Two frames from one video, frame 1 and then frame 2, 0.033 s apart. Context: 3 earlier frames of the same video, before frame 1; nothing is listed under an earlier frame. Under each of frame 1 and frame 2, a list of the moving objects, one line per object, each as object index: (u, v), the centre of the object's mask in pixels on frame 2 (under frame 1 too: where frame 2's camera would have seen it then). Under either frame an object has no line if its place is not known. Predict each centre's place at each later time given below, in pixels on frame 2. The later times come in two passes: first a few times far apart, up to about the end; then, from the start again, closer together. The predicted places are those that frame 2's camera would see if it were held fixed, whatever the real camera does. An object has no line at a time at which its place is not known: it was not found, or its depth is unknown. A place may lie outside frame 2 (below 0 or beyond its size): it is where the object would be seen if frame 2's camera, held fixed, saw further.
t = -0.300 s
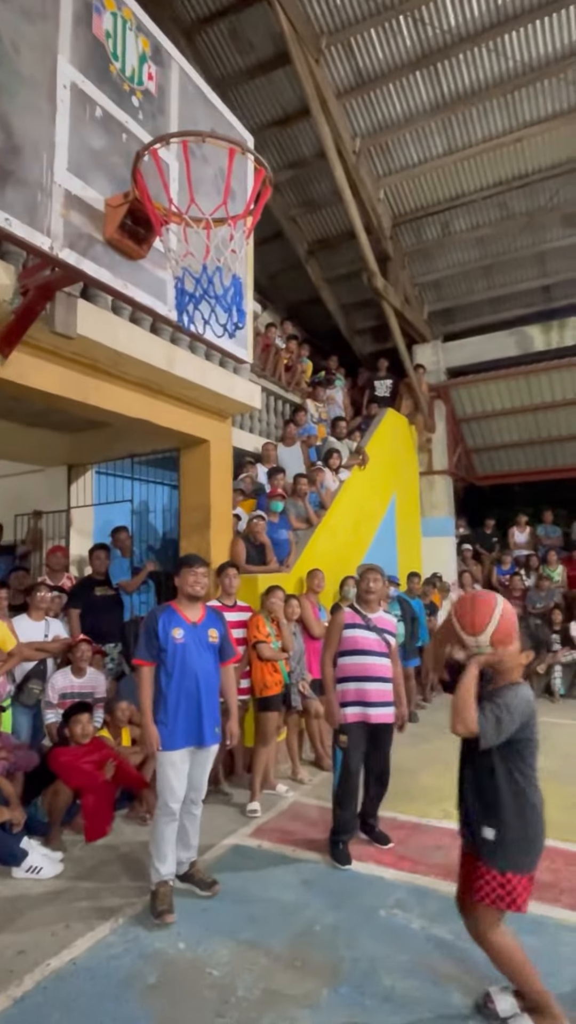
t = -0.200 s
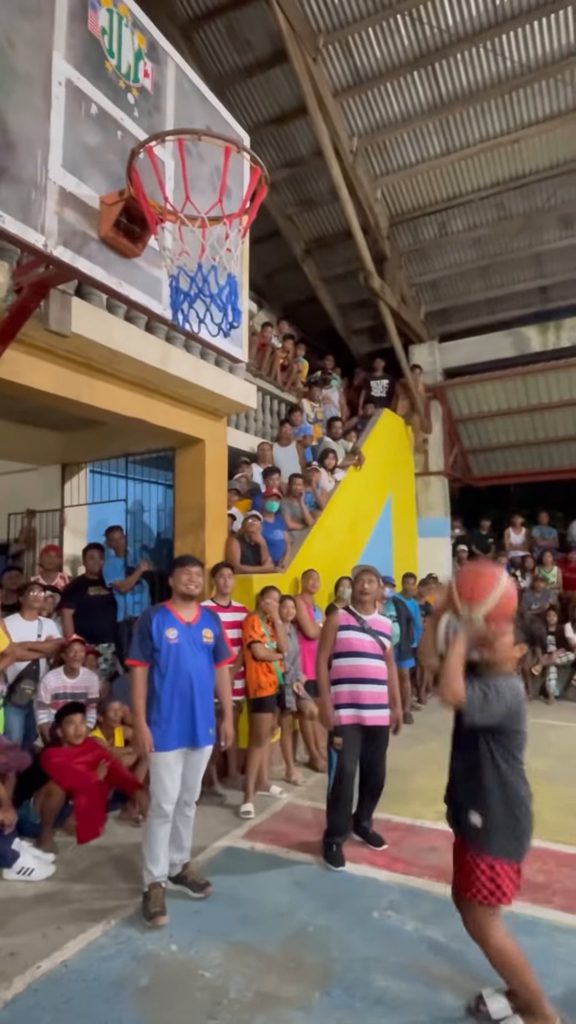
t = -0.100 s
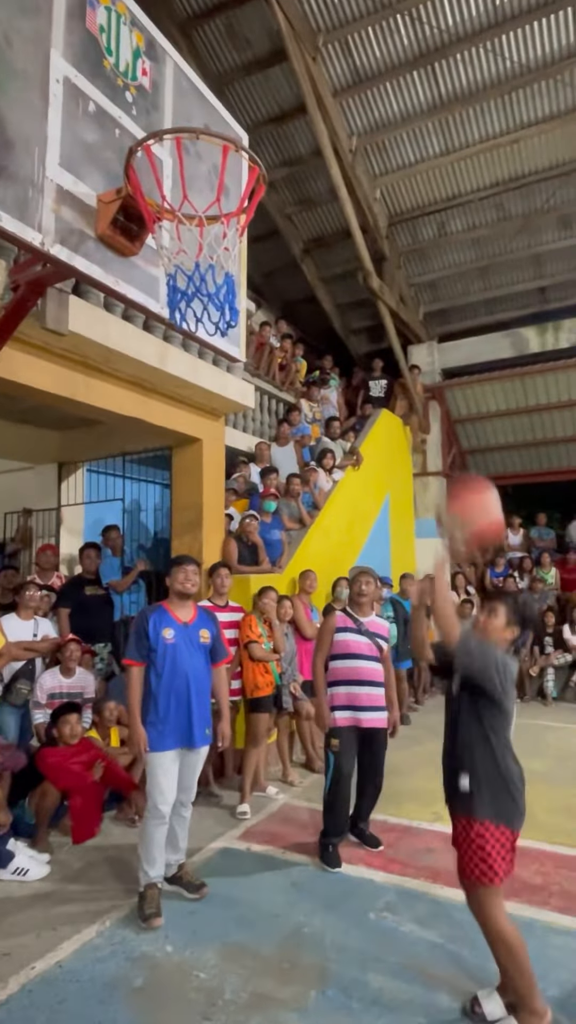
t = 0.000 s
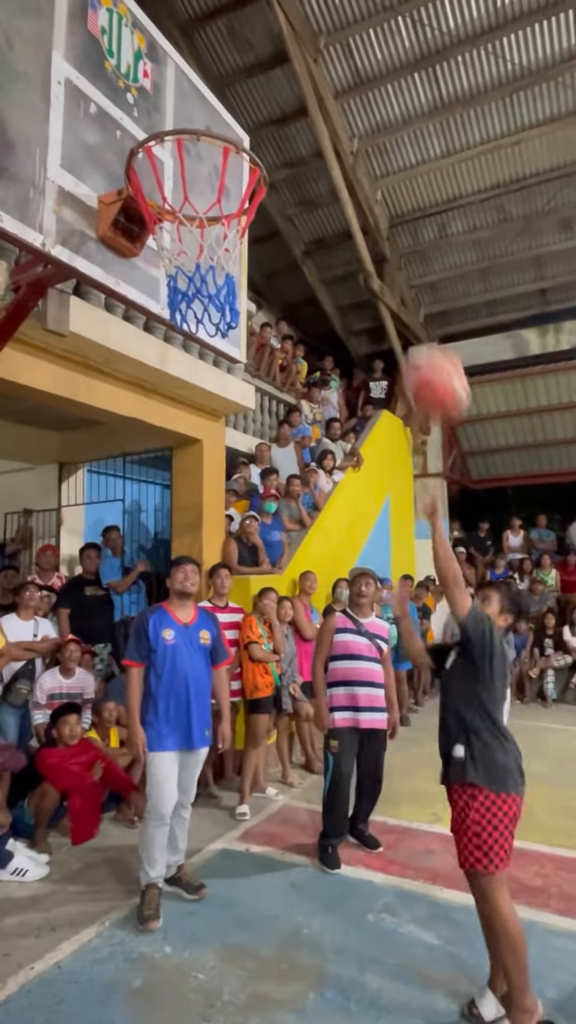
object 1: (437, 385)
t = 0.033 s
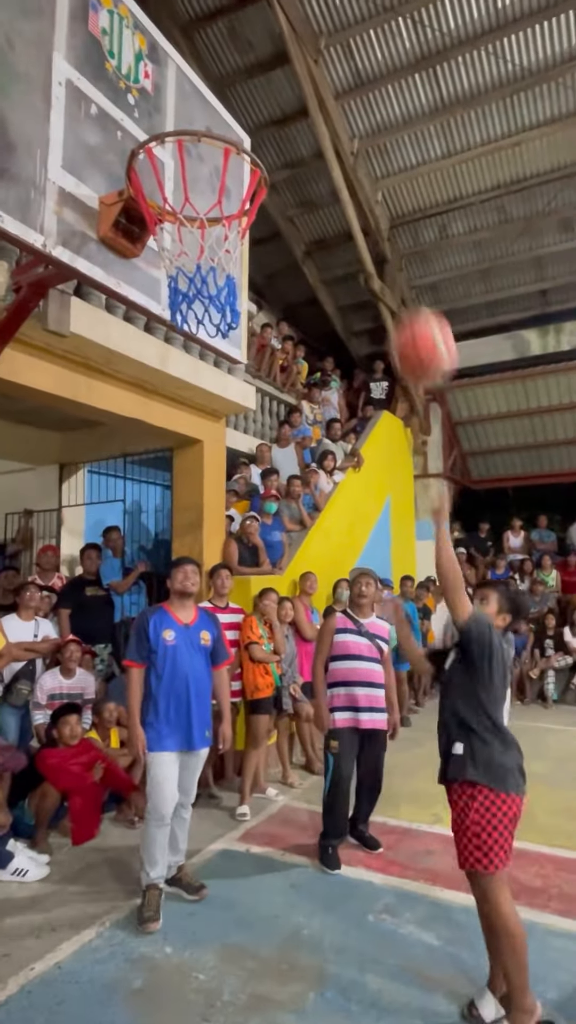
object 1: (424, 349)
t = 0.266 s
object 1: (342, 164)
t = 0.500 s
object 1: (265, 106)
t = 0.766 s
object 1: (158, 200)
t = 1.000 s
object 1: (145, 351)
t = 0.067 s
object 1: (411, 312)
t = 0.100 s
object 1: (400, 280)
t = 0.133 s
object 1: (388, 253)
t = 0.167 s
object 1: (376, 226)
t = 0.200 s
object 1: (366, 203)
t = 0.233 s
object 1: (353, 180)
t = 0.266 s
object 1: (342, 164)
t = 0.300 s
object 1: (331, 147)
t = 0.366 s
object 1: (308, 124)
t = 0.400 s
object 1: (297, 115)
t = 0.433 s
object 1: (285, 109)
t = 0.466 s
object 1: (275, 110)
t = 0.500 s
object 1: (265, 106)
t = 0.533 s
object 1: (253, 106)
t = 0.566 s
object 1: (242, 110)
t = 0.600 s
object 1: (232, 115)
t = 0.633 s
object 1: (220, 125)
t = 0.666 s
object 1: (205, 145)
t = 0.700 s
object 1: (194, 161)
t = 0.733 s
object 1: (182, 183)
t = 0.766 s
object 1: (158, 200)
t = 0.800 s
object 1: (160, 215)
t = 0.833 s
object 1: (153, 229)
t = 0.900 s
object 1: (153, 290)
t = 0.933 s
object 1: (147, 300)
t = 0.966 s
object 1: (145, 322)
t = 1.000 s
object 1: (145, 351)
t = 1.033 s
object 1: (142, 383)
